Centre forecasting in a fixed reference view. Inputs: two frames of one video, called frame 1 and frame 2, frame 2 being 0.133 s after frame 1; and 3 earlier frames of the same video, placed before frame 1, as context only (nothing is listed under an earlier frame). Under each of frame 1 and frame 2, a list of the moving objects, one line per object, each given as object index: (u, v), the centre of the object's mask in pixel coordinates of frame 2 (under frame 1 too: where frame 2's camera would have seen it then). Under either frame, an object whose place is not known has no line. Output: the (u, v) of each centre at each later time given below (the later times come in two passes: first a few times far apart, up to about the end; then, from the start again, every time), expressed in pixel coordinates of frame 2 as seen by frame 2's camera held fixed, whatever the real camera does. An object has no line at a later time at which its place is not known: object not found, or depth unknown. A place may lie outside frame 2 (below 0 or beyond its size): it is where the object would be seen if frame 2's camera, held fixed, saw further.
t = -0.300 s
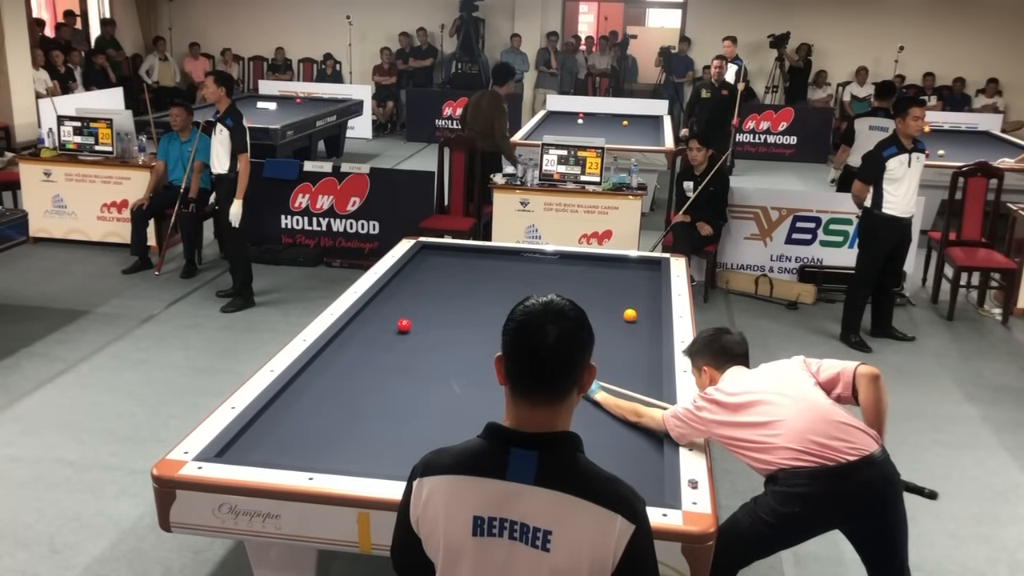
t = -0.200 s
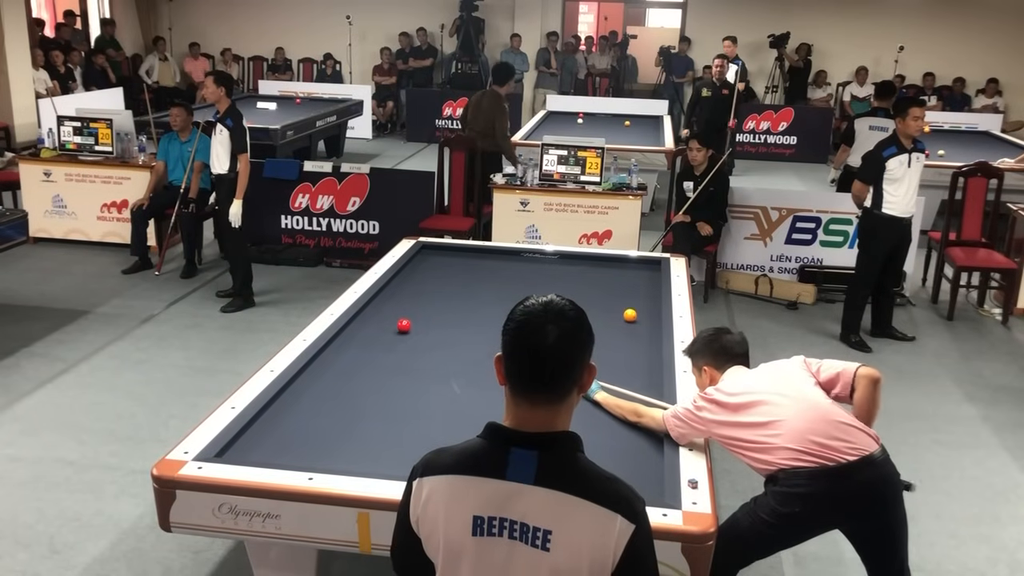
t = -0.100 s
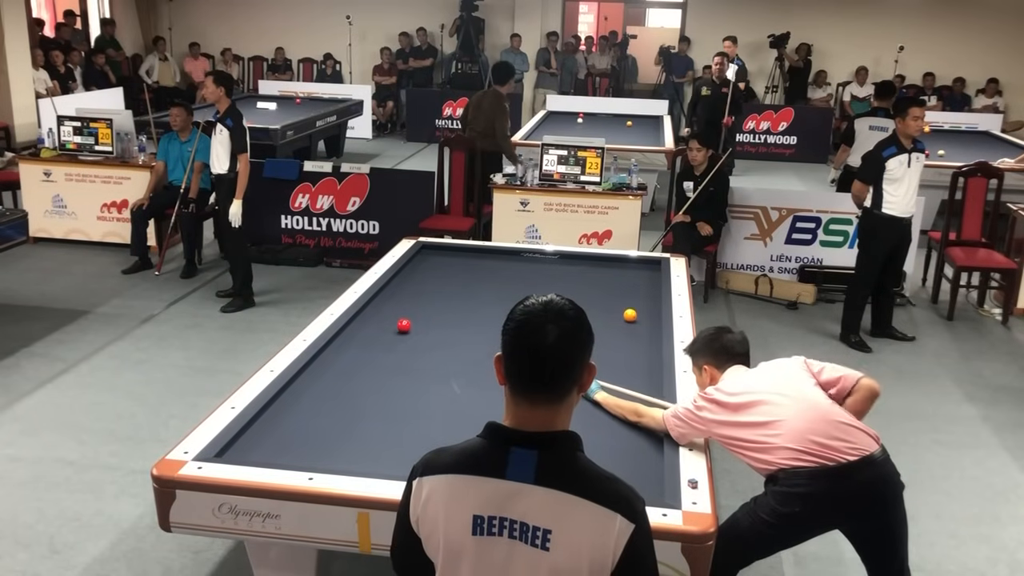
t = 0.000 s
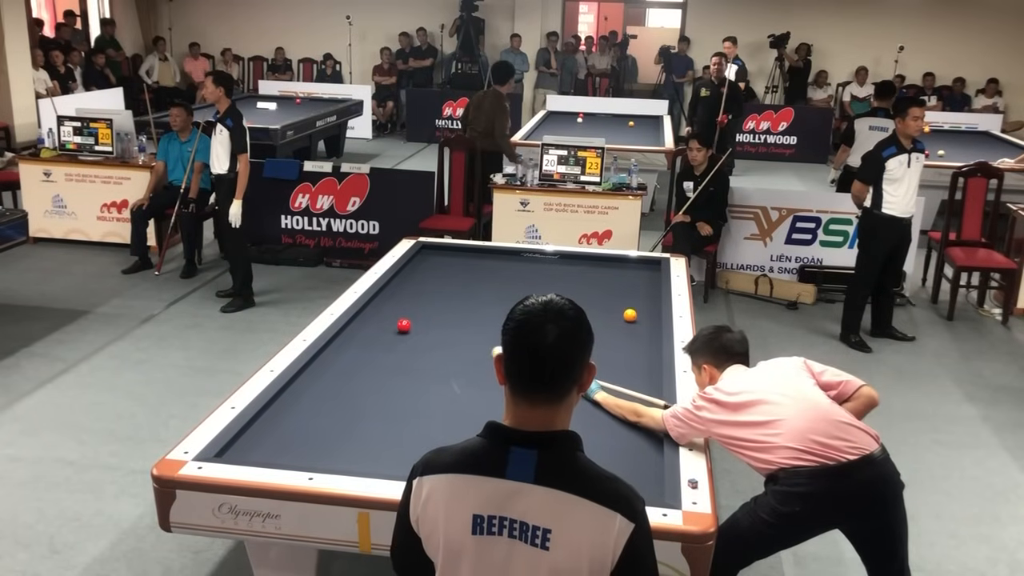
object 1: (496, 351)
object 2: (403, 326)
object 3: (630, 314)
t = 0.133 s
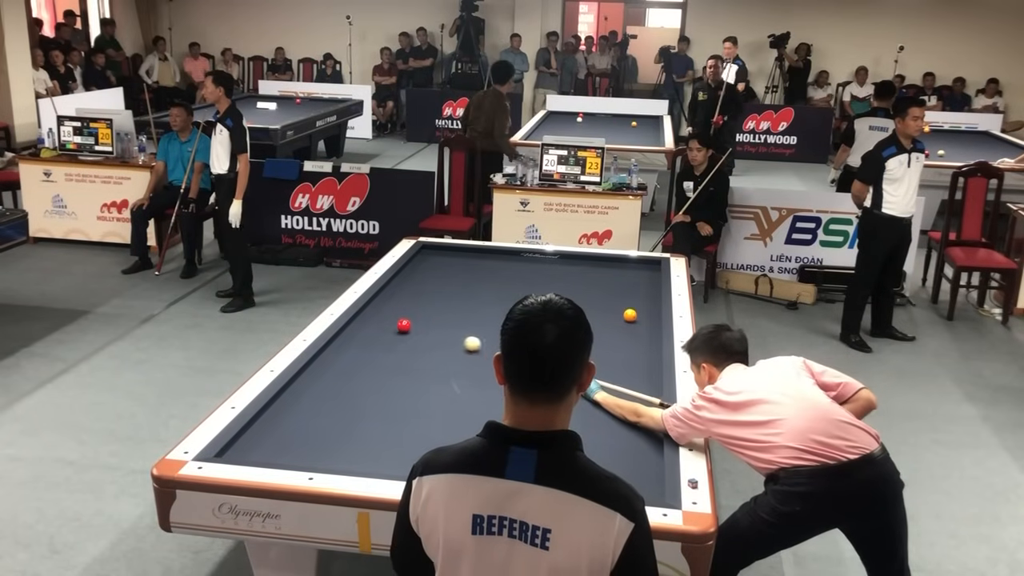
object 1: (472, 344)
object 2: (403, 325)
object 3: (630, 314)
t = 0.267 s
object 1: (446, 335)
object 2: (403, 325)
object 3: (630, 314)
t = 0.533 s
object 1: (406, 317)
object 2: (395, 326)
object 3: (630, 314)
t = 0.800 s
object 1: (381, 300)
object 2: (378, 329)
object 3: (630, 314)
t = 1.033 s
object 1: (403, 290)
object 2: (364, 330)
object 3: (630, 314)
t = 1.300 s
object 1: (432, 280)
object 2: (348, 332)
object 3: (630, 315)
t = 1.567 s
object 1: (459, 271)
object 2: (347, 334)
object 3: (630, 315)
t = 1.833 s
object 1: (483, 262)
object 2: (352, 336)
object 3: (630, 314)
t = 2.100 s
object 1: (506, 255)
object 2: (357, 338)
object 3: (630, 314)
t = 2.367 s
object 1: (524, 257)
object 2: (362, 340)
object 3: (630, 315)
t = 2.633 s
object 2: (366, 342)
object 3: (630, 314)
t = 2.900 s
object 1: (564, 269)
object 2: (370, 344)
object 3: (630, 314)
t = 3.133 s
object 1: (577, 275)
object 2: (373, 345)
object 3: (630, 314)
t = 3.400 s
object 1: (596, 282)
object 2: (376, 346)
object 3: (630, 315)
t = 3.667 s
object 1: (616, 289)
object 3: (630, 315)
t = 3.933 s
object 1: (636, 296)
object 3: (630, 315)
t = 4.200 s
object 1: (654, 302)
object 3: (630, 315)
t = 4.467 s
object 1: (641, 307)
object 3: (630, 314)
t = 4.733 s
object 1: (628, 309)
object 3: (630, 317)
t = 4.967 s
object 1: (616, 312)
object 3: (631, 318)
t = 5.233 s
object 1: (602, 312)
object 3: (632, 321)
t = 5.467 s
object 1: (590, 313)
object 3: (633, 323)
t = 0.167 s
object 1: (465, 342)
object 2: (403, 326)
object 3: (630, 315)
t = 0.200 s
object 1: (459, 340)
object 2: (403, 325)
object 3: (630, 314)
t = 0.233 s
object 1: (452, 337)
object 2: (403, 325)
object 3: (630, 314)
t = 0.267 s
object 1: (446, 335)
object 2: (403, 325)
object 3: (630, 314)
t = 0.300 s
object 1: (439, 333)
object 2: (403, 326)
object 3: (630, 315)
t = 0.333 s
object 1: (433, 331)
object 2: (403, 326)
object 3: (630, 315)
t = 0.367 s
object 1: (427, 328)
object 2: (403, 326)
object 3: (630, 314)
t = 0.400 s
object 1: (421, 326)
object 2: (403, 326)
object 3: (630, 314)
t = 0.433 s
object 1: (416, 324)
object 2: (402, 326)
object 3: (630, 314)
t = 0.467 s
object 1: (413, 321)
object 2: (399, 326)
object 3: (630, 314)
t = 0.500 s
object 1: (409, 319)
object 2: (397, 326)
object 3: (630, 315)
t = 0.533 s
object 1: (406, 317)
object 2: (395, 326)
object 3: (630, 314)
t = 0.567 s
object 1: (403, 315)
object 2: (393, 327)
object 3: (630, 314)
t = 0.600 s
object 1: (400, 312)
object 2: (390, 326)
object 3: (630, 314)
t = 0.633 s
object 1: (396, 311)
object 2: (389, 327)
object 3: (629, 315)
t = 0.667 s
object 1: (393, 308)
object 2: (386, 327)
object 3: (630, 315)
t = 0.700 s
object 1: (390, 306)
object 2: (385, 327)
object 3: (629, 315)
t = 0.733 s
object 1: (387, 304)
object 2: (382, 327)
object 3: (630, 314)
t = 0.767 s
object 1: (384, 302)
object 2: (380, 328)
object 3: (630, 314)
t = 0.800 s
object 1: (381, 300)
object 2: (378, 329)
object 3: (630, 314)
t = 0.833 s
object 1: (378, 298)
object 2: (376, 329)
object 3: (630, 314)
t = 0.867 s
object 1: (381, 296)
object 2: (374, 329)
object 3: (630, 314)
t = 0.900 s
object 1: (386, 295)
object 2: (372, 330)
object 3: (630, 314)
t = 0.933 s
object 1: (390, 294)
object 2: (370, 330)
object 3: (629, 314)
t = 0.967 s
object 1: (395, 292)
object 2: (368, 330)
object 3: (630, 314)
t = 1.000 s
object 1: (399, 291)
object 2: (366, 330)
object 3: (629, 314)
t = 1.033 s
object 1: (403, 290)
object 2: (364, 330)
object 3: (630, 314)
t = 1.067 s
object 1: (407, 288)
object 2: (361, 330)
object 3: (630, 314)
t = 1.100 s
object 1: (410, 287)
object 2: (360, 330)
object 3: (630, 315)
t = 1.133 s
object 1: (414, 286)
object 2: (358, 330)
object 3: (630, 315)
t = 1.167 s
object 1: (418, 285)
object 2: (356, 331)
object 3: (630, 315)
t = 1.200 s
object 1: (421, 283)
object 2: (354, 331)
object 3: (630, 315)
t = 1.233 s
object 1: (425, 282)
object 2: (353, 332)
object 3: (630, 315)
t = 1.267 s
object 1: (429, 281)
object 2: (350, 332)
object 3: (630, 315)
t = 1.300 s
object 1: (432, 280)
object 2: (348, 332)
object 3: (630, 315)
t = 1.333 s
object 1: (436, 278)
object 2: (346, 332)
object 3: (630, 315)
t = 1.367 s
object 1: (439, 277)
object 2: (344, 332)
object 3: (630, 315)
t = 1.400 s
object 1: (442, 276)
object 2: (343, 333)
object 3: (629, 314)
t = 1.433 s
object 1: (446, 275)
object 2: (344, 333)
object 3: (630, 315)
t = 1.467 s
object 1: (449, 274)
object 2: (345, 333)
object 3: (630, 315)
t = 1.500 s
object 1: (452, 273)
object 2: (345, 333)
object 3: (630, 315)
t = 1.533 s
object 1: (456, 272)
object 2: (346, 334)
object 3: (630, 315)
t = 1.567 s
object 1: (459, 271)
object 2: (347, 334)
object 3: (630, 315)
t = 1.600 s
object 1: (462, 270)
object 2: (348, 334)
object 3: (630, 315)
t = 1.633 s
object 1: (465, 269)
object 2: (348, 335)
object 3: (630, 315)
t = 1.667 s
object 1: (468, 268)
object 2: (349, 335)
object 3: (630, 315)
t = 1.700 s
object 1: (471, 266)
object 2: (350, 335)
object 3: (630, 314)
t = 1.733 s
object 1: (474, 265)
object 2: (350, 335)
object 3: (629, 314)
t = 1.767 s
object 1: (477, 264)
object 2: (351, 335)
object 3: (629, 315)
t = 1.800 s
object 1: (480, 263)
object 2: (351, 336)
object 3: (630, 315)
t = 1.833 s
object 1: (483, 262)
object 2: (352, 336)
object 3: (630, 314)
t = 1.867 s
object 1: (486, 261)
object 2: (353, 336)
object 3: (630, 314)
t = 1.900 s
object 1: (489, 260)
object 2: (353, 336)
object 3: (629, 314)
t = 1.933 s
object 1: (492, 259)
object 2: (354, 336)
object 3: (630, 315)
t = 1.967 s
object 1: (495, 258)
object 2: (354, 337)
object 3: (629, 315)
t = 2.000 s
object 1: (498, 258)
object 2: (355, 337)
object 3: (630, 314)
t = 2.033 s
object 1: (500, 256)
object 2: (356, 338)
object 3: (630, 315)
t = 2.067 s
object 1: (503, 255)
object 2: (356, 338)
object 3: (629, 315)
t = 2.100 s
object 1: (506, 255)
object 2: (357, 338)
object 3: (630, 314)
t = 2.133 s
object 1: (508, 254)
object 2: (358, 339)
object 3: (630, 315)
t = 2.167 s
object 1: (511, 253)
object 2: (358, 339)
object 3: (630, 315)
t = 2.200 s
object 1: (513, 253)
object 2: (359, 339)
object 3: (630, 315)
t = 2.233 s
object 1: (516, 253)
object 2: (360, 339)
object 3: (630, 315)
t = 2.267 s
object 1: (518, 254)
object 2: (360, 340)
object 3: (630, 315)
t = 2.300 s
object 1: (520, 255)
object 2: (361, 340)
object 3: (630, 315)
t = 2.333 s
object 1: (522, 256)
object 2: (361, 340)
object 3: (630, 315)
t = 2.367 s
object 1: (524, 257)
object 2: (362, 340)
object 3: (630, 315)
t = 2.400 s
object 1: (526, 258)
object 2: (362, 341)
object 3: (630, 314)
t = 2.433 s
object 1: (529, 258)
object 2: (363, 341)
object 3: (630, 315)
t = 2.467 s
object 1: (531, 259)
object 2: (364, 341)
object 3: (630, 315)
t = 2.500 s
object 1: (533, 260)
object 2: (364, 341)
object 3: (630, 315)
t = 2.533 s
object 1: (536, 260)
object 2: (365, 341)
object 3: (630, 315)
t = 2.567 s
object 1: (539, 260)
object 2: (365, 342)
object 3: (630, 315)
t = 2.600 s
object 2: (366, 341)
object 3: (630, 314)
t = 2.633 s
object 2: (366, 342)
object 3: (630, 314)
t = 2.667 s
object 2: (366, 342)
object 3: (630, 315)
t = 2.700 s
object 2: (367, 342)
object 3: (630, 315)
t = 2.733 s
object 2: (368, 342)
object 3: (630, 314)
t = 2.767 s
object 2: (368, 342)
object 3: (630, 314)
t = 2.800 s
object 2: (369, 343)
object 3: (630, 314)
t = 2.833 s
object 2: (369, 343)
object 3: (630, 314)
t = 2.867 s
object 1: (562, 268)
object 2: (369, 343)
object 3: (630, 314)
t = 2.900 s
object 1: (564, 269)
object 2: (370, 344)
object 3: (630, 314)
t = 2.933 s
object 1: (565, 270)
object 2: (370, 343)
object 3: (630, 314)
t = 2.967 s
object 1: (566, 271)
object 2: (371, 344)
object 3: (630, 314)
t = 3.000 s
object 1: (568, 272)
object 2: (371, 344)
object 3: (630, 314)
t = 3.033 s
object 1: (570, 273)
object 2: (372, 344)
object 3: (630, 315)
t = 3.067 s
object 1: (573, 274)
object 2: (372, 344)
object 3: (630, 314)
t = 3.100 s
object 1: (575, 274)
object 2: (372, 344)
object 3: (630, 314)
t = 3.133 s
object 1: (577, 275)
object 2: (373, 345)
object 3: (630, 314)
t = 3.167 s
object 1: (580, 276)
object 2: (374, 344)
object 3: (630, 315)
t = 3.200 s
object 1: (582, 277)
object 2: (374, 345)
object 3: (630, 315)
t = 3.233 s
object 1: (584, 278)
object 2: (374, 345)
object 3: (630, 315)
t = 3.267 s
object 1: (587, 279)
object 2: (375, 345)
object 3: (630, 314)
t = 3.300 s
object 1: (589, 280)
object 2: (375, 345)
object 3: (630, 315)
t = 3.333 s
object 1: (592, 280)
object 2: (375, 346)
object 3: (630, 315)
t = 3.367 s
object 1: (594, 281)
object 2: (376, 345)
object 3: (630, 315)
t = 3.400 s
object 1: (596, 282)
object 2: (376, 346)
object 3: (630, 315)
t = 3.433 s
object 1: (599, 283)
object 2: (376, 346)
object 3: (630, 315)
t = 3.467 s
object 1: (601, 284)
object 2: (377, 346)
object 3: (630, 315)
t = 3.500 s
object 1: (604, 284)
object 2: (377, 346)
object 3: (630, 315)
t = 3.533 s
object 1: (606, 285)
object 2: (377, 346)
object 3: (630, 315)
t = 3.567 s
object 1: (609, 286)
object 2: (376, 345)
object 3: (630, 315)
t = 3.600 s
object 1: (611, 287)
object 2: (374, 343)
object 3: (630, 315)
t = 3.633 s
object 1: (614, 288)
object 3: (630, 314)
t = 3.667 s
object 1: (616, 289)
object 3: (630, 315)
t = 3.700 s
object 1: (618, 290)
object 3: (629, 314)
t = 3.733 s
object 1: (621, 290)
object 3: (630, 315)
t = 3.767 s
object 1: (624, 291)
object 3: (630, 315)
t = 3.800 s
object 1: (626, 292)
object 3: (630, 315)
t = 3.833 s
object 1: (629, 293)
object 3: (630, 315)
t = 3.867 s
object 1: (631, 294)
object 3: (630, 315)
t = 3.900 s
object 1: (634, 295)
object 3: (630, 314)
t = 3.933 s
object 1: (636, 296)
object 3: (630, 315)
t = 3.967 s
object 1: (639, 297)
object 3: (630, 315)
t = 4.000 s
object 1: (641, 297)
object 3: (630, 314)
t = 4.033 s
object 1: (644, 298)
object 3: (630, 315)
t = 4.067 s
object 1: (647, 299)
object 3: (630, 315)
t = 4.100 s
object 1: (649, 300)
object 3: (630, 315)
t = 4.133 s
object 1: (651, 301)
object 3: (630, 315)
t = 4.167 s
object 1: (654, 302)
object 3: (630, 314)
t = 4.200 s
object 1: (654, 302)
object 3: (630, 315)
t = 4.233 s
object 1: (652, 303)
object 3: (630, 315)
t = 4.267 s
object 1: (651, 304)
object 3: (630, 314)
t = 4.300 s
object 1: (649, 304)
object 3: (630, 314)
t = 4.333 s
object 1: (648, 305)
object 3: (630, 315)
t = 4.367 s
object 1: (646, 305)
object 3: (629, 315)
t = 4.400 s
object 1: (644, 306)
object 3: (630, 314)
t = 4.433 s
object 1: (643, 307)
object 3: (630, 314)
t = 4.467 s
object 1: (641, 307)
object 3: (630, 314)
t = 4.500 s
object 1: (640, 307)
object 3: (629, 315)
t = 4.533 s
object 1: (638, 308)
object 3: (629, 315)
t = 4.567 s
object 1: (637, 308)
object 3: (629, 315)
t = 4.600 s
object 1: (635, 308)
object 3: (629, 315)
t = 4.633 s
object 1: (634, 308)
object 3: (629, 316)
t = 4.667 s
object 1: (632, 309)
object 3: (629, 316)
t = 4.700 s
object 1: (630, 309)
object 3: (630, 316)
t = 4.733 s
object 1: (628, 309)
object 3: (630, 317)
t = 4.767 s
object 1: (625, 309)
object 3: (631, 316)
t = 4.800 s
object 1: (623, 310)
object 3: (630, 316)
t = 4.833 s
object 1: (621, 311)
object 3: (631, 316)
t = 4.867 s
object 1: (620, 311)
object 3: (630, 316)
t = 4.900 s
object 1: (619, 311)
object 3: (631, 317)
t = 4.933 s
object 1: (617, 312)
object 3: (631, 317)
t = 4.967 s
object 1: (616, 312)
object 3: (631, 318)
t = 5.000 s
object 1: (614, 312)
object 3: (631, 318)
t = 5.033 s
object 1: (612, 312)
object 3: (631, 318)
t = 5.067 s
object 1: (610, 312)
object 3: (631, 319)
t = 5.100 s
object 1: (609, 312)
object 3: (631, 319)
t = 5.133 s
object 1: (607, 312)
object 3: (632, 319)
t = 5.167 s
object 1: (605, 312)
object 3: (632, 320)
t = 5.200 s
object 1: (603, 312)
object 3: (632, 320)
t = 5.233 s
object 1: (602, 312)
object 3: (632, 321)
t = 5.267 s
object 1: (600, 312)
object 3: (632, 321)
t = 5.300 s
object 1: (598, 313)
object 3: (632, 321)
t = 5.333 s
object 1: (597, 313)
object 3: (632, 321)
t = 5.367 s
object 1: (595, 313)
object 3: (633, 321)
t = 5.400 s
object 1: (593, 313)
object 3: (633, 322)
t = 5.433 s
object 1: (592, 313)
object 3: (633, 323)
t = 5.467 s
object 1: (590, 313)
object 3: (633, 323)
